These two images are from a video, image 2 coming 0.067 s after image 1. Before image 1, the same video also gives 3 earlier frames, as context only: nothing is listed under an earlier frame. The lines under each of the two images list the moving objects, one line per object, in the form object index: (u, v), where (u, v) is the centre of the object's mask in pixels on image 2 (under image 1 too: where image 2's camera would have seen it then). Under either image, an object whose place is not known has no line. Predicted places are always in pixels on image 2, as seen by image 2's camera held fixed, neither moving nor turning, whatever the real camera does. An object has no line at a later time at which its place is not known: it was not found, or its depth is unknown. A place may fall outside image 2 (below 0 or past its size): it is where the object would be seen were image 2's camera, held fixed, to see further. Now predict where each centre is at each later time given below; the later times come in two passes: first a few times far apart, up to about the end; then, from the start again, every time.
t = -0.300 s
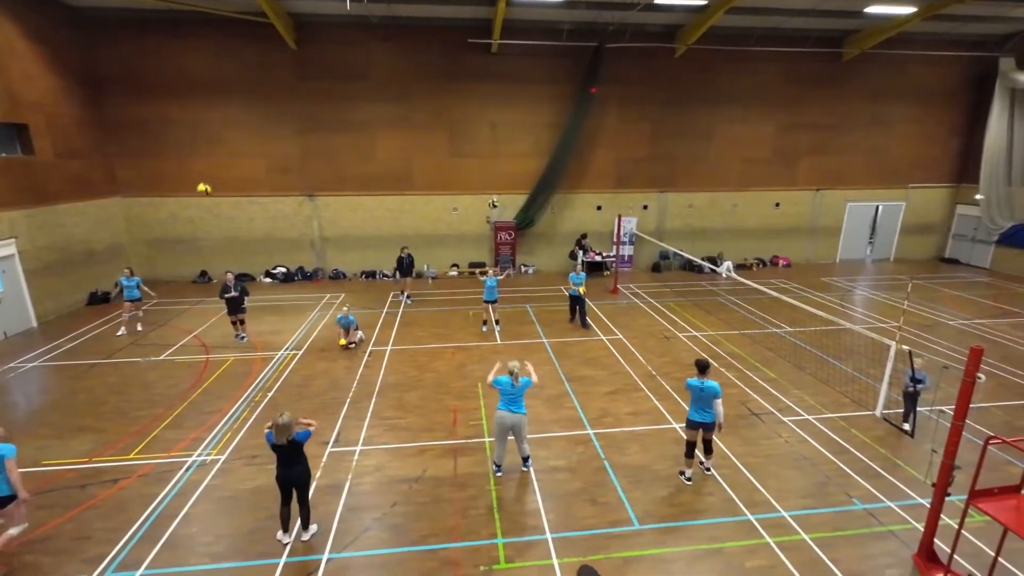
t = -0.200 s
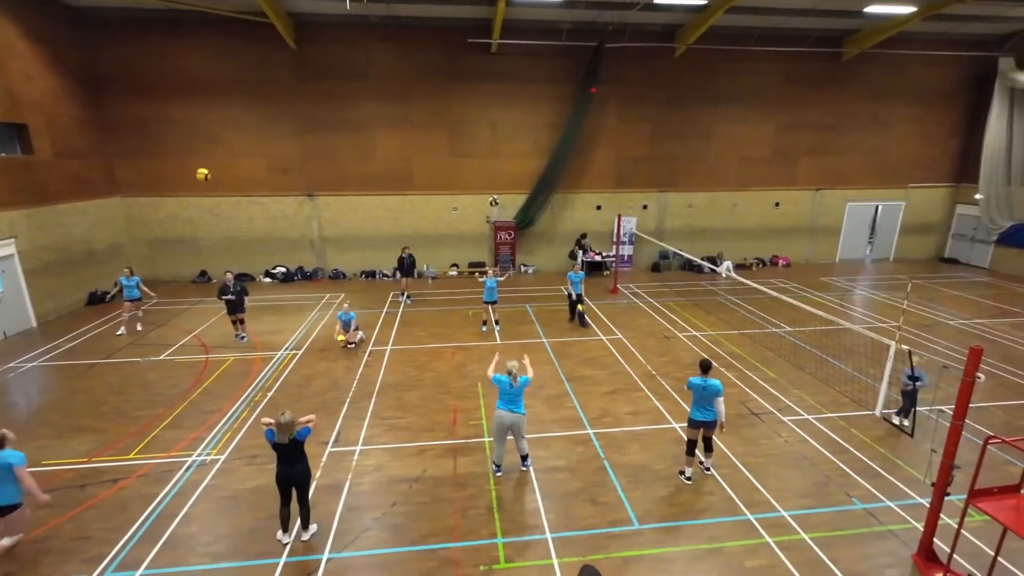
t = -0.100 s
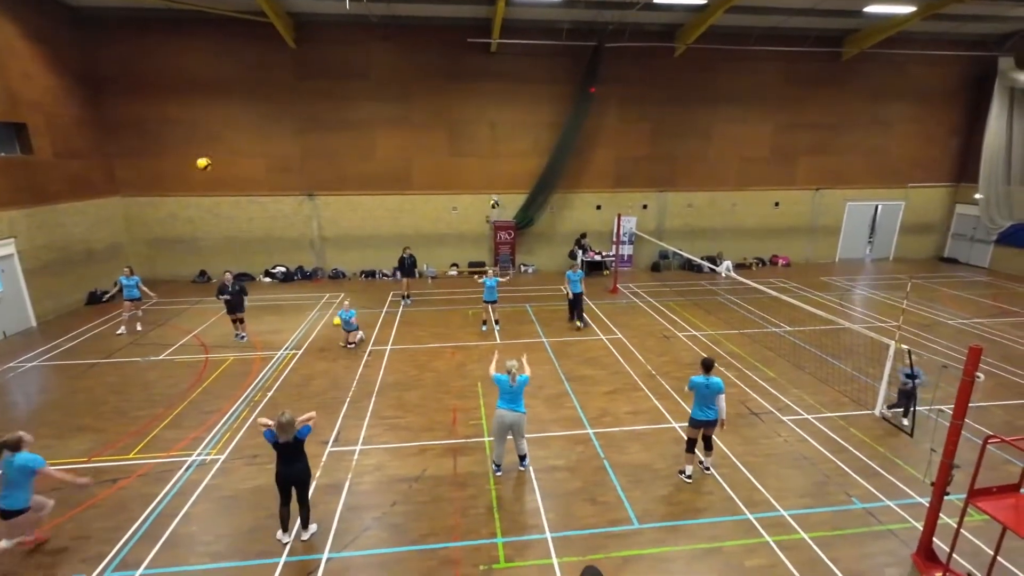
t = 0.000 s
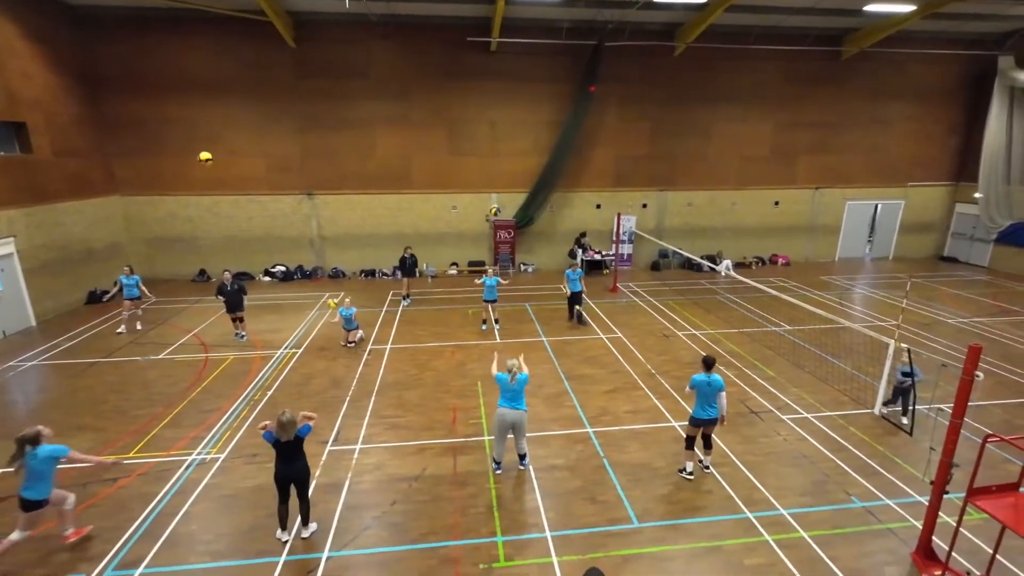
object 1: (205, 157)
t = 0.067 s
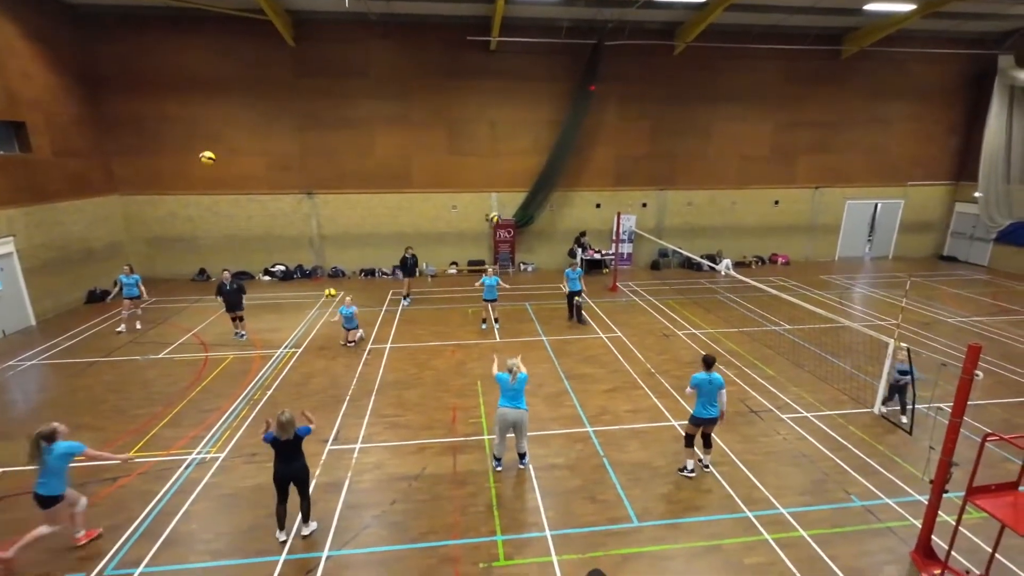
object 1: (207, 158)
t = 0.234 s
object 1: (216, 172)
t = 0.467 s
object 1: (234, 229)
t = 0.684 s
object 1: (258, 323)
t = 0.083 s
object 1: (208, 158)
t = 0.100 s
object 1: (209, 159)
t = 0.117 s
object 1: (210, 160)
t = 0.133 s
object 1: (211, 161)
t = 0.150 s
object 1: (212, 162)
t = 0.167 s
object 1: (212, 164)
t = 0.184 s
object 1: (213, 165)
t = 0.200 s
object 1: (214, 168)
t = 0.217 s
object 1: (215, 170)
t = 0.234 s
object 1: (216, 172)
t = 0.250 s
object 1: (217, 175)
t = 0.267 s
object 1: (218, 178)
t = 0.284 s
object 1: (218, 181)
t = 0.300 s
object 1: (220, 184)
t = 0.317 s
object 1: (221, 188)
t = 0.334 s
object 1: (223, 192)
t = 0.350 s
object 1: (224, 196)
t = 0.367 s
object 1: (225, 200)
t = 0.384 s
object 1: (226, 204)
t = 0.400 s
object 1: (228, 209)
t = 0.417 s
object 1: (229, 214)
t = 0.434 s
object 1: (231, 219)
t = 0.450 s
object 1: (232, 223)
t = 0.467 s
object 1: (234, 229)
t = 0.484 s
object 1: (236, 235)
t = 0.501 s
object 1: (237, 241)
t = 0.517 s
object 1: (239, 247)
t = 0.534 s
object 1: (242, 253)
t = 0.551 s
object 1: (243, 259)
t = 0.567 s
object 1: (246, 268)
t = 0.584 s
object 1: (247, 275)
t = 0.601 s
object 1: (248, 283)
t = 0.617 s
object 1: (250, 291)
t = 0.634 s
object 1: (252, 299)
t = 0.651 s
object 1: (254, 306)
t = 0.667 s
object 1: (256, 314)
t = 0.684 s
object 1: (258, 323)
